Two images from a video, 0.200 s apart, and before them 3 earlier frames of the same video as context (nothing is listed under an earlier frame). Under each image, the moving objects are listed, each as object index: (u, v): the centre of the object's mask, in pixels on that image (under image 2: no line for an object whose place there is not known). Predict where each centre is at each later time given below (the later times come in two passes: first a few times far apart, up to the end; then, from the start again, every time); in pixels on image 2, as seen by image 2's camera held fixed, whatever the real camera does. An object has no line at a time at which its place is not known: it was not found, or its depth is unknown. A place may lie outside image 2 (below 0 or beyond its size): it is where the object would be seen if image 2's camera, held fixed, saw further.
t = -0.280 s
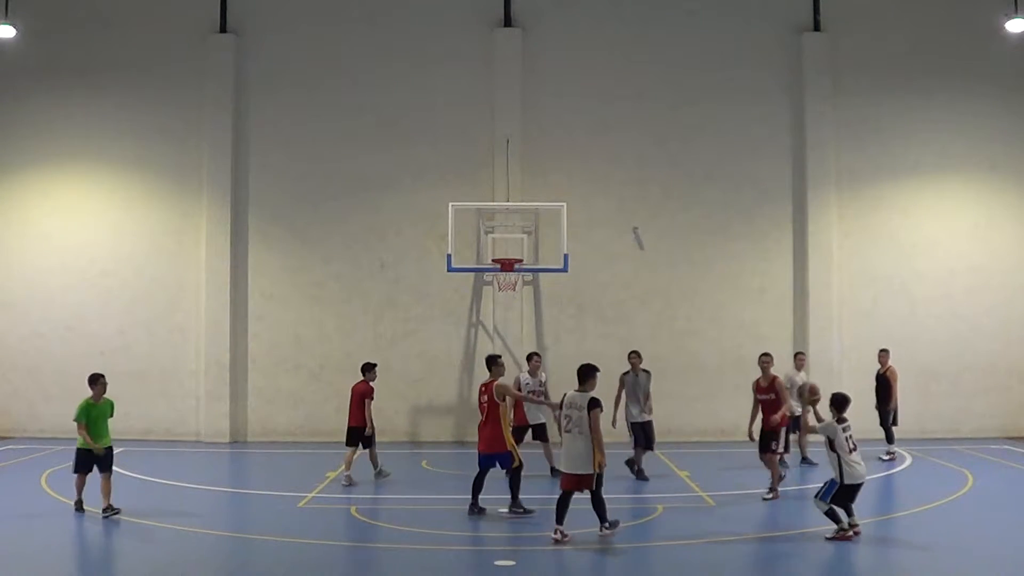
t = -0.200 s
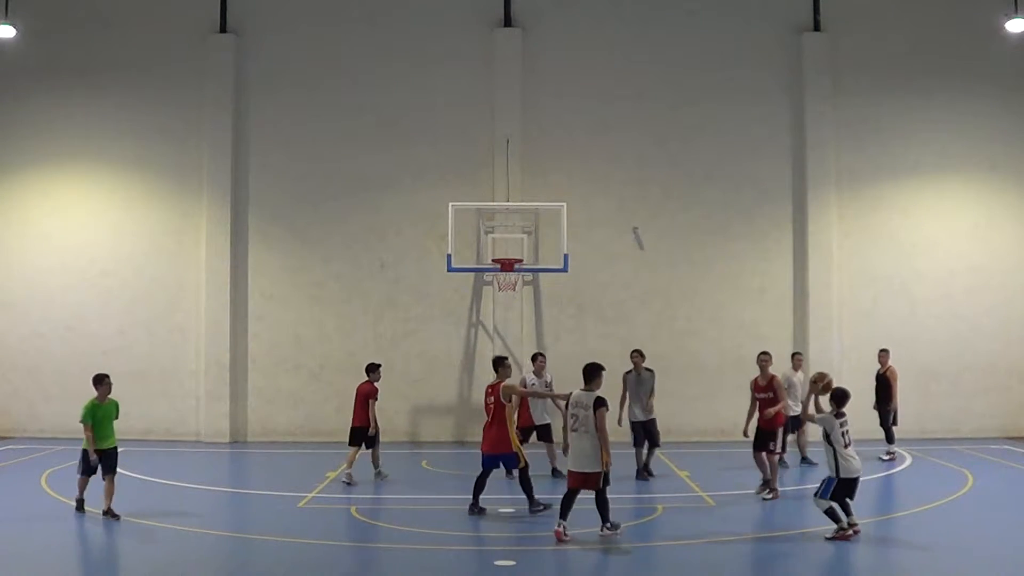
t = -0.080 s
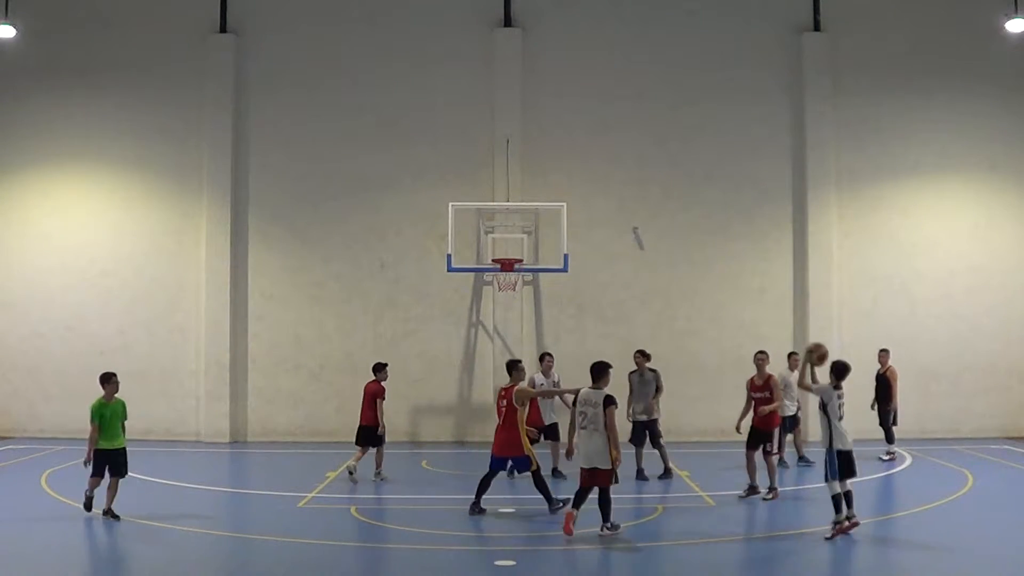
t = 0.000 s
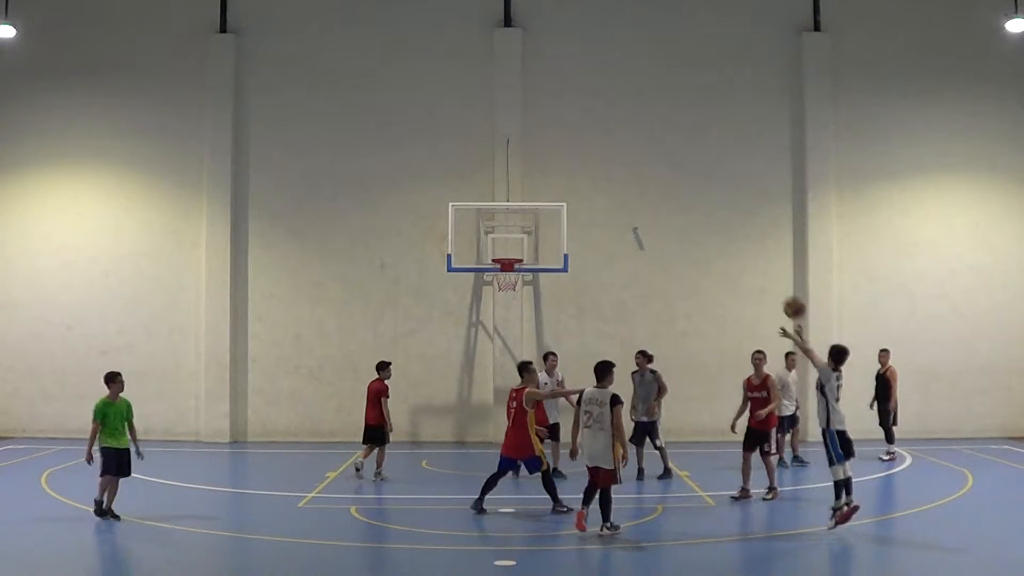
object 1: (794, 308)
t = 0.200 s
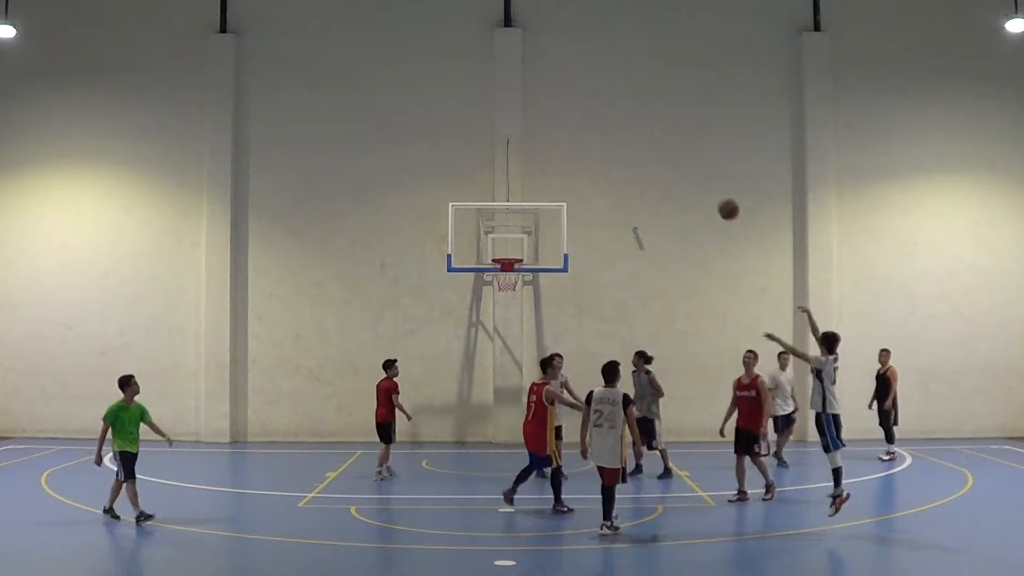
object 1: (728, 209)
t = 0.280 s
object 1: (705, 184)
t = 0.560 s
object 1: (632, 143)
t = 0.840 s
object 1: (573, 165)
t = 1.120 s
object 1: (524, 235)
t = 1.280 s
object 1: (506, 288)
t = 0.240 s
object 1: (716, 196)
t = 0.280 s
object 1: (705, 184)
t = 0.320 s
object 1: (694, 174)
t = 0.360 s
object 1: (683, 164)
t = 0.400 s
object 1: (672, 157)
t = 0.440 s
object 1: (662, 152)
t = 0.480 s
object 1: (652, 147)
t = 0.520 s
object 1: (642, 145)
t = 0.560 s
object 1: (632, 143)
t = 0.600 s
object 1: (623, 143)
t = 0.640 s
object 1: (615, 144)
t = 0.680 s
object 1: (606, 146)
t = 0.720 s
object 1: (597, 149)
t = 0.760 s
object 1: (589, 154)
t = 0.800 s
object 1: (581, 159)
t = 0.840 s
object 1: (573, 165)
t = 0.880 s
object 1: (565, 172)
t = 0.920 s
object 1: (558, 180)
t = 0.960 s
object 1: (551, 190)
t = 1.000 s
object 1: (544, 200)
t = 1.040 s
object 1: (537, 211)
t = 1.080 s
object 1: (530, 223)
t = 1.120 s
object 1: (524, 235)
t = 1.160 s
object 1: (518, 248)
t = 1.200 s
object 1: (512, 263)
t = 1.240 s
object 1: (509, 274)
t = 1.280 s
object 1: (506, 288)
